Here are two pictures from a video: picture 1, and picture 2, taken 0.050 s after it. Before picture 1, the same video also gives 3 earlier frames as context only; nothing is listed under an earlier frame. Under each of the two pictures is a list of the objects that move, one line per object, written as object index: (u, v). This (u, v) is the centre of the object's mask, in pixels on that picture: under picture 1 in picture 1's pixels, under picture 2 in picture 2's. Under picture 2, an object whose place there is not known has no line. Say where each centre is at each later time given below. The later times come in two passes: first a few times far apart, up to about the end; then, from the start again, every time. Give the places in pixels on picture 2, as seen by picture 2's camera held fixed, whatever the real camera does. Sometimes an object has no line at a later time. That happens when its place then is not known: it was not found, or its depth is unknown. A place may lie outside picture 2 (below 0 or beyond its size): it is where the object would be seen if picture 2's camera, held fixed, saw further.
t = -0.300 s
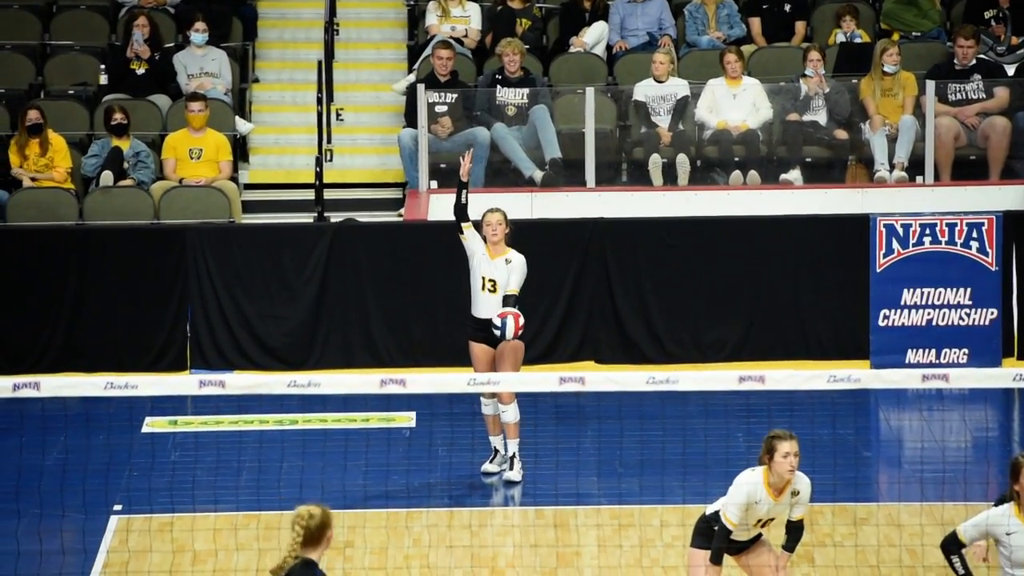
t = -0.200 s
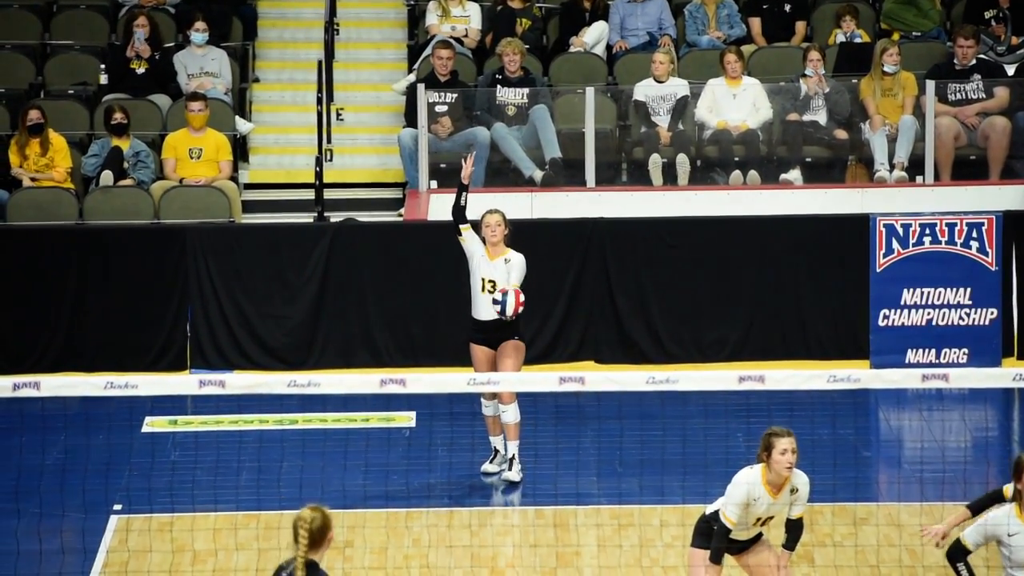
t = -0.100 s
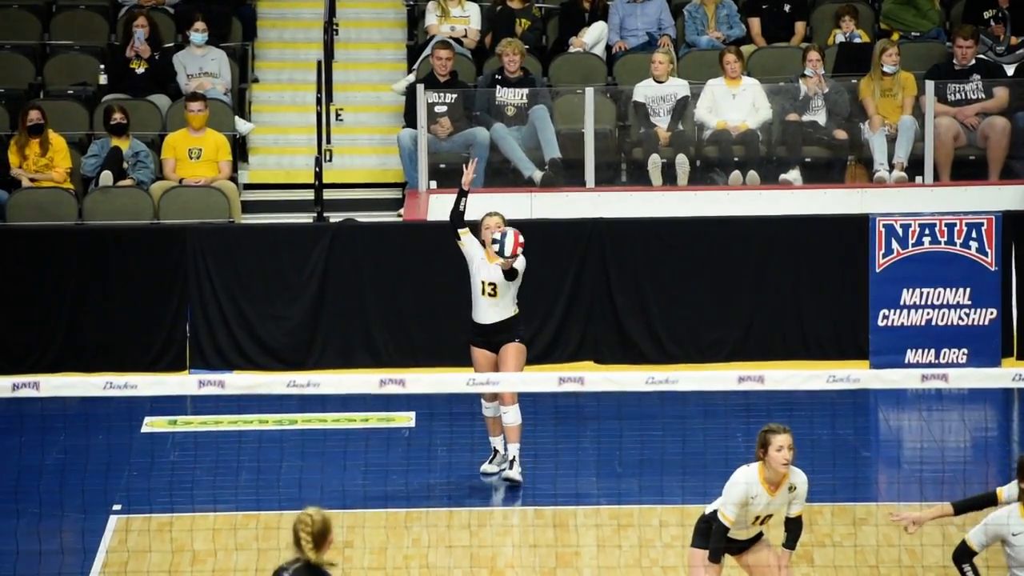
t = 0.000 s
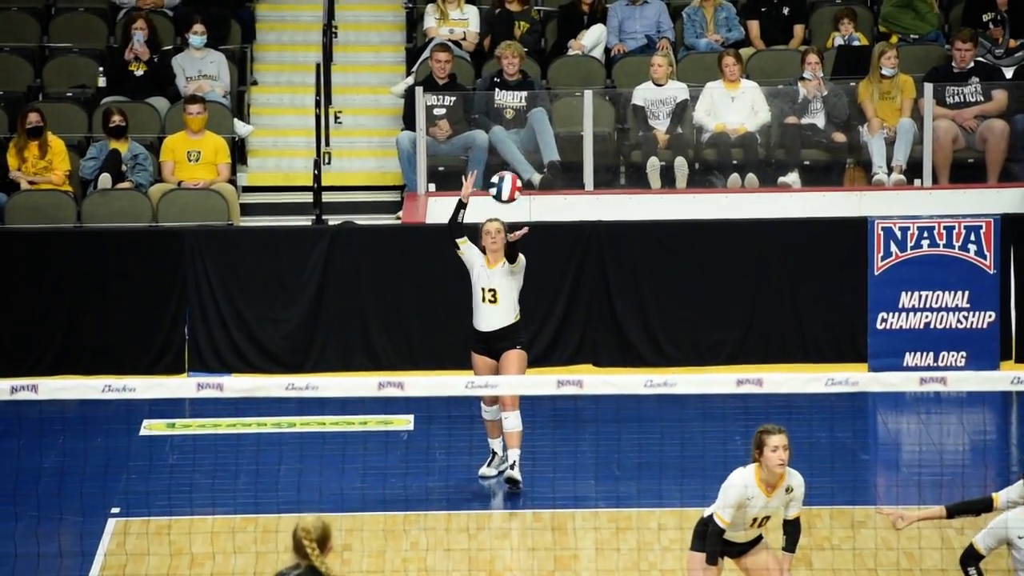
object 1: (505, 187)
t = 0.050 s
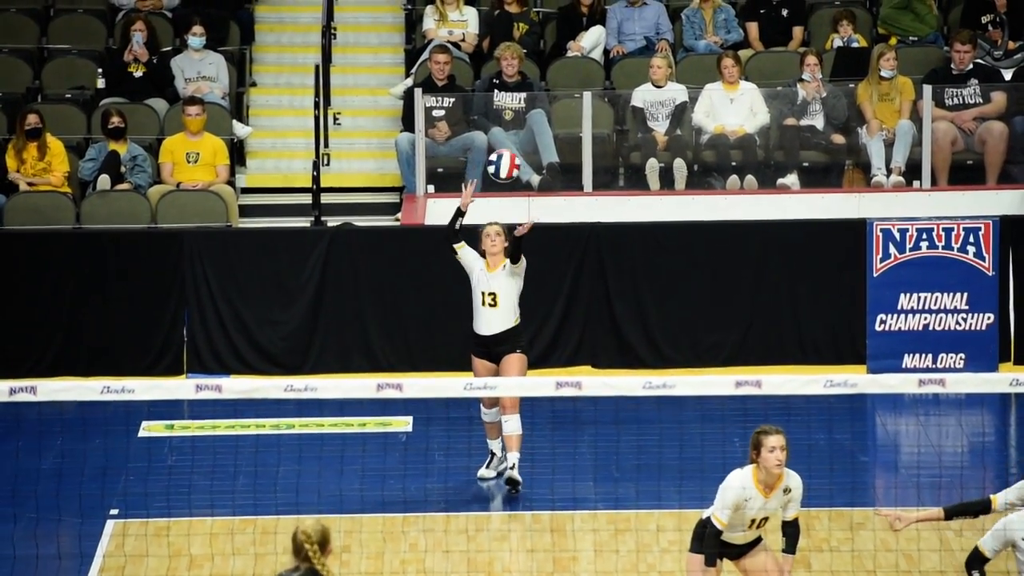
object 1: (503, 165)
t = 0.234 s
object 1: (502, 112)
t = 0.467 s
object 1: (500, 117)
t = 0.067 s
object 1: (503, 158)
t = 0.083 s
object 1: (503, 151)
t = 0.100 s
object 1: (503, 145)
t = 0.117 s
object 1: (503, 140)
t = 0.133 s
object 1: (503, 134)
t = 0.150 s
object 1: (503, 128)
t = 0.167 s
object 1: (502, 125)
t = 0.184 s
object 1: (502, 121)
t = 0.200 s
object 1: (502, 117)
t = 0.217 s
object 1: (502, 114)
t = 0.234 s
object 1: (502, 112)
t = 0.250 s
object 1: (502, 110)
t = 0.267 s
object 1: (502, 107)
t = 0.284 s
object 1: (501, 106)
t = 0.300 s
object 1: (501, 105)
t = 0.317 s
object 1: (501, 104)
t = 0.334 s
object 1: (501, 104)
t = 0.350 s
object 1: (501, 104)
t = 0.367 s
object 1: (501, 105)
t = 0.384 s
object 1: (501, 106)
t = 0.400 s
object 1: (501, 107)
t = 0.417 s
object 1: (501, 109)
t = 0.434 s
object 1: (501, 112)
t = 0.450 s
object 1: (501, 114)
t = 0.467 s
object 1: (500, 117)
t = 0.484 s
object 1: (501, 121)
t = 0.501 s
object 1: (500, 124)
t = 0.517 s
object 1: (501, 128)
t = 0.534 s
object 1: (501, 134)
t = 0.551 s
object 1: (500, 139)
